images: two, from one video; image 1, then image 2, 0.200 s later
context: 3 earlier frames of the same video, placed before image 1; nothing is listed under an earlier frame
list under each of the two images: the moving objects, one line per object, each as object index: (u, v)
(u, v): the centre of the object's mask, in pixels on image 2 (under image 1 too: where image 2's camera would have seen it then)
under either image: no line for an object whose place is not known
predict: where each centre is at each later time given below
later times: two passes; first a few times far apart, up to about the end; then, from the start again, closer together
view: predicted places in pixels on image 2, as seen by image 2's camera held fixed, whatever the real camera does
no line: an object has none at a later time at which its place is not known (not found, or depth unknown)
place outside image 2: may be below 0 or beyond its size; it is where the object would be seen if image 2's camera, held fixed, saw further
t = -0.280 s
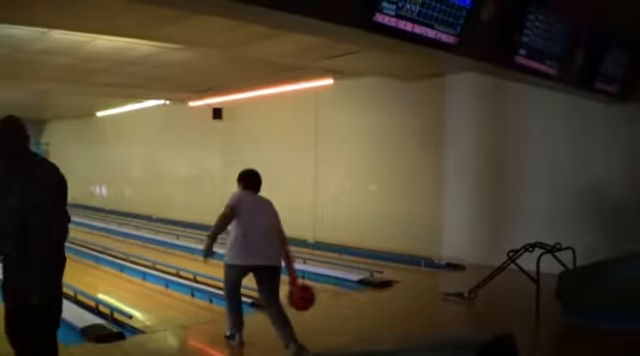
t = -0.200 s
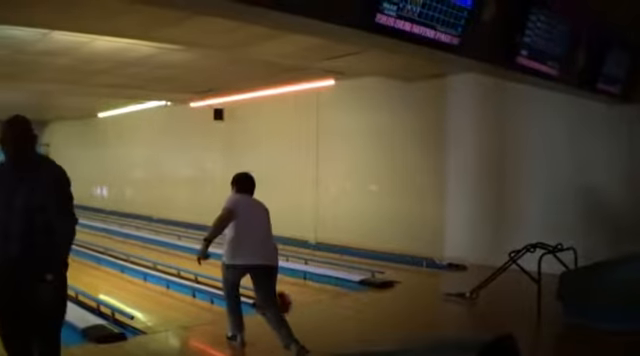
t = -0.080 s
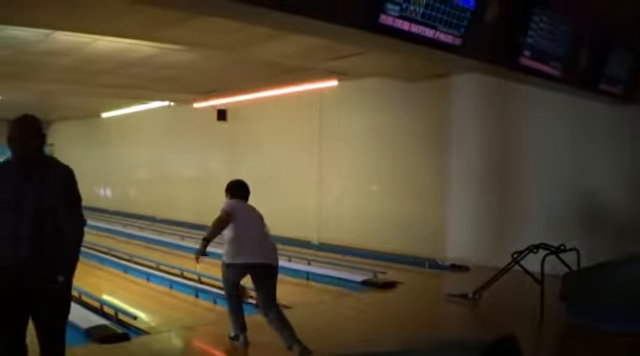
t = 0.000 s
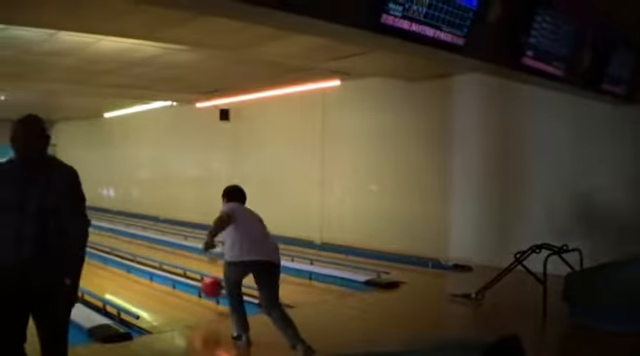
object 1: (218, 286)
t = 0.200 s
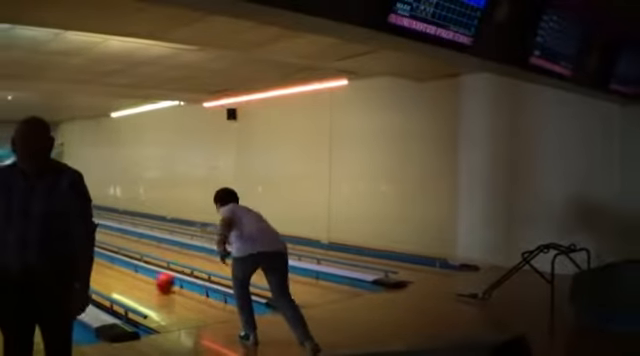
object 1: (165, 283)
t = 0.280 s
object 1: (147, 277)
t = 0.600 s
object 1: (97, 257)
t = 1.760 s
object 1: (1, 222)
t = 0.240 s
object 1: (156, 280)
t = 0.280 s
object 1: (147, 277)
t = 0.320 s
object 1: (139, 274)
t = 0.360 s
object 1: (131, 272)
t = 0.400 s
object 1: (124, 269)
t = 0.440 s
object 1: (117, 266)
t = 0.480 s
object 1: (111, 264)
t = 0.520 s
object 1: (106, 262)
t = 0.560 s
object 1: (100, 260)
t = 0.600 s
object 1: (97, 257)
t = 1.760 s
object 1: (1, 222)
